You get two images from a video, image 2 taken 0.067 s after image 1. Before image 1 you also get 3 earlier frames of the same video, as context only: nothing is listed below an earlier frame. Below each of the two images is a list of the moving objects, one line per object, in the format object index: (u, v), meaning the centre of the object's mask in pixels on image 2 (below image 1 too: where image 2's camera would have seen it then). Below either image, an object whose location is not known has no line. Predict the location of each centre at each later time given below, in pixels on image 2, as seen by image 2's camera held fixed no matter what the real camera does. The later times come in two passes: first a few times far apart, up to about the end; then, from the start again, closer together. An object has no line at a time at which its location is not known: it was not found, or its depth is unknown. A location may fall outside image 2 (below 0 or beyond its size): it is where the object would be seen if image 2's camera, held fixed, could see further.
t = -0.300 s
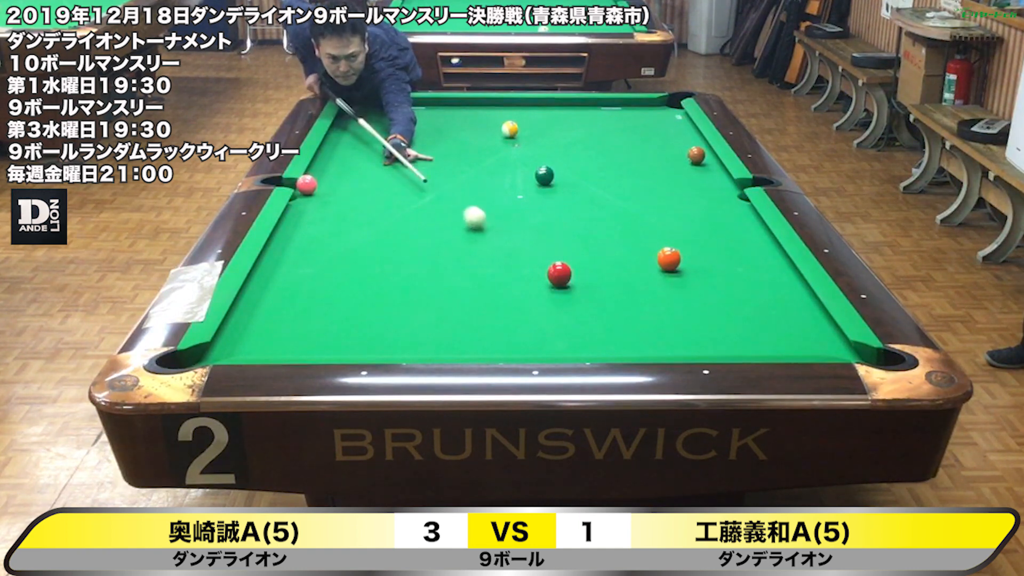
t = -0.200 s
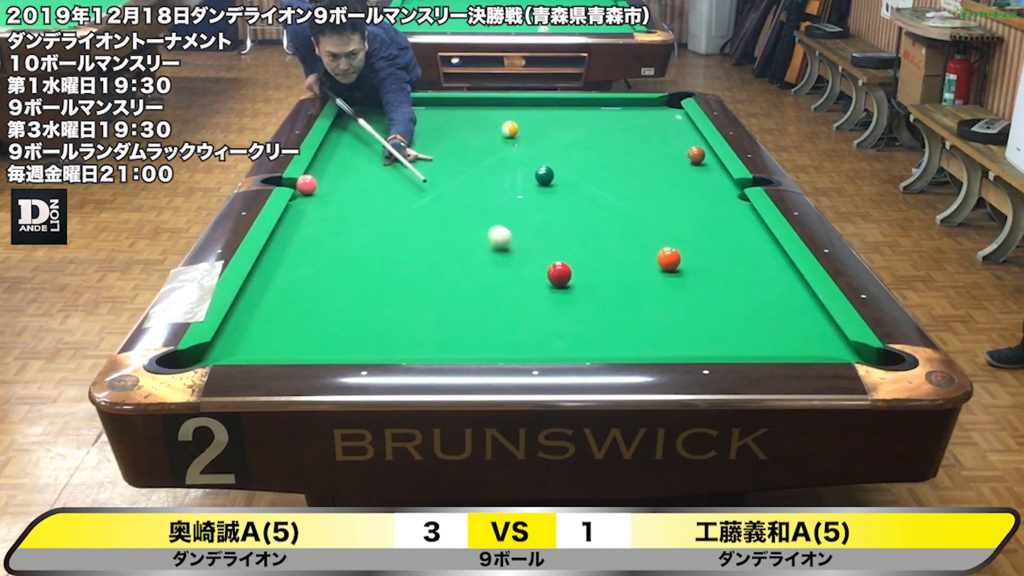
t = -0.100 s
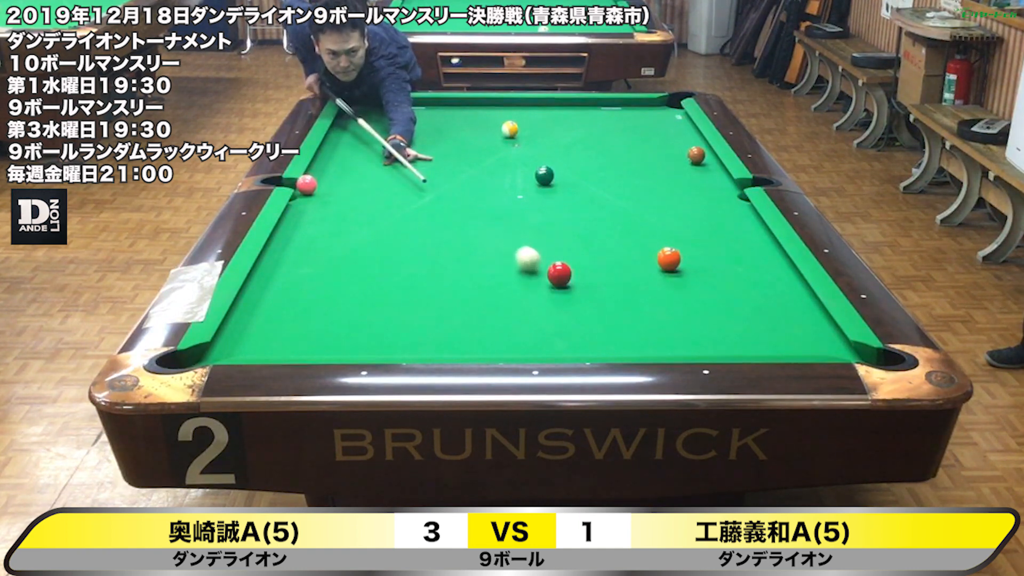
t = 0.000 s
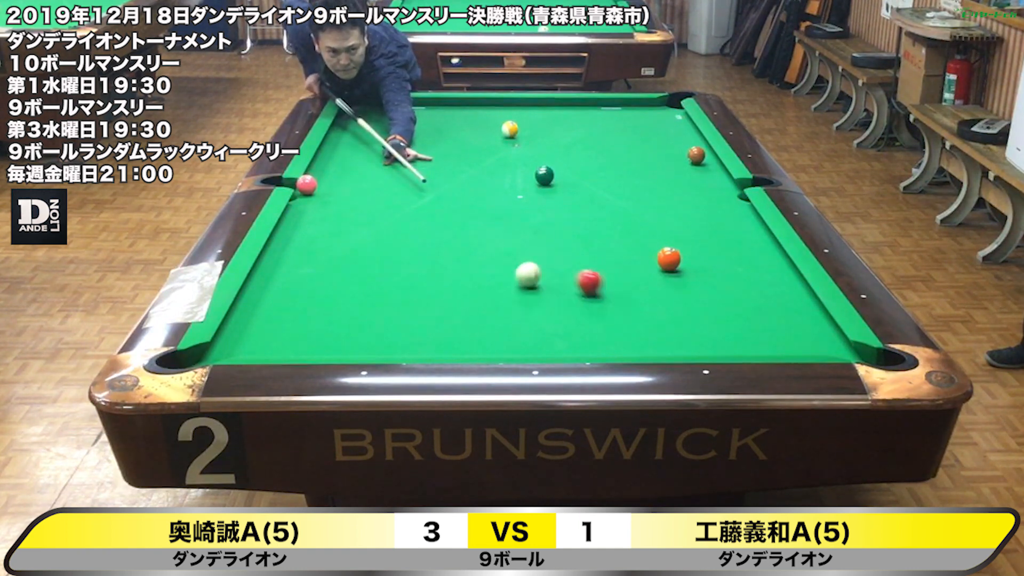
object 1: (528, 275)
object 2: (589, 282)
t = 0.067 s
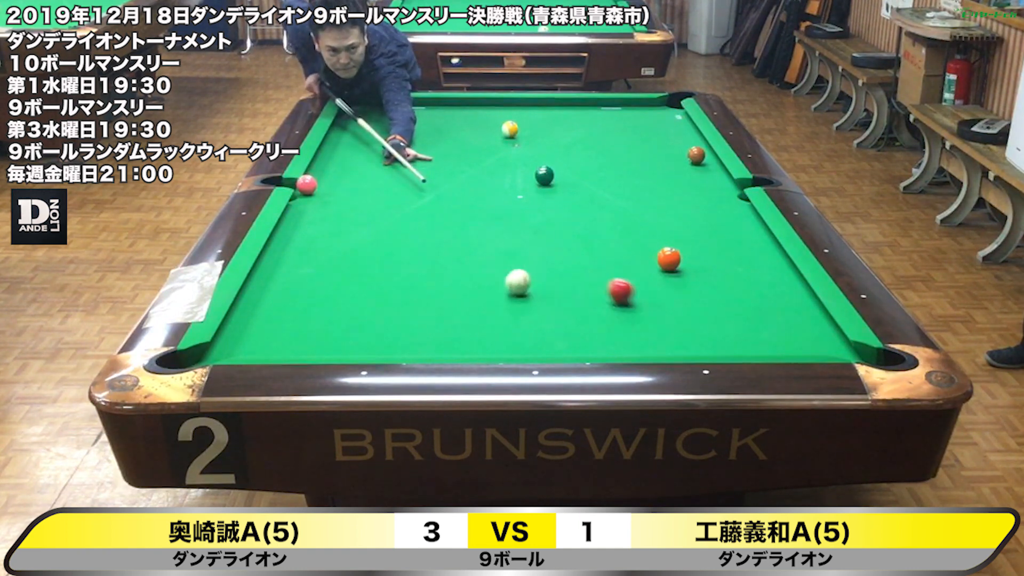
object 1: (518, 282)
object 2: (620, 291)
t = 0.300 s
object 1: (492, 315)
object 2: (715, 317)
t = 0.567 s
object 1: (459, 348)
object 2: (831, 346)
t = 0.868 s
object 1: (426, 326)
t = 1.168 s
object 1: (396, 302)
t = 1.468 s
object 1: (370, 280)
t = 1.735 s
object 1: (349, 264)
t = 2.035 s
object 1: (329, 248)
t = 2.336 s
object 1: (311, 233)
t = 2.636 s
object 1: (295, 220)
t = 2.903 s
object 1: (300, 212)
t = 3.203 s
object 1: (314, 205)
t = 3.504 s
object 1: (326, 197)
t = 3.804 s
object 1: (336, 192)
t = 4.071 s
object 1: (343, 187)
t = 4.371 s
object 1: (350, 182)
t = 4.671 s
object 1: (356, 178)
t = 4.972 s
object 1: (360, 175)
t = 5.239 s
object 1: (363, 173)
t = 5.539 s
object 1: (365, 171)
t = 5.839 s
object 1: (367, 169)
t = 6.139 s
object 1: (366, 169)
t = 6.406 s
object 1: (365, 169)
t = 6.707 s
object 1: (366, 169)
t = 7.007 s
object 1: (366, 169)
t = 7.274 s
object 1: (365, 169)
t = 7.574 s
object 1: (366, 169)
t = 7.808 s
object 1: (366, 169)
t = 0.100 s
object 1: (514, 287)
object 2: (634, 295)
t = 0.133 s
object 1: (510, 291)
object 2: (649, 299)
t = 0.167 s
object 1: (507, 296)
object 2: (661, 303)
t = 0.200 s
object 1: (503, 301)
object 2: (675, 306)
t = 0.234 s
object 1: (500, 305)
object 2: (688, 310)
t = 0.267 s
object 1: (496, 310)
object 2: (701, 313)
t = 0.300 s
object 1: (492, 315)
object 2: (715, 317)
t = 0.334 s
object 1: (488, 320)
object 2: (729, 321)
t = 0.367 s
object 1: (485, 325)
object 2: (743, 325)
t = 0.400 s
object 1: (481, 330)
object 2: (756, 329)
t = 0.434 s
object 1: (477, 335)
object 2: (771, 333)
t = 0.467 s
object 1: (473, 340)
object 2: (785, 337)
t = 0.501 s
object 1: (469, 344)
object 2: (800, 340)
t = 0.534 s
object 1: (464, 347)
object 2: (815, 343)
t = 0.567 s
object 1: (459, 348)
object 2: (831, 346)
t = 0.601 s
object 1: (456, 346)
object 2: (847, 350)
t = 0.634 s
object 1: (452, 344)
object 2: (862, 354)
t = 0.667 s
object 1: (448, 343)
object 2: (877, 360)
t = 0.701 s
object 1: (444, 341)
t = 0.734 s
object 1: (440, 338)
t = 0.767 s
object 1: (436, 335)
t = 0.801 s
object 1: (433, 332)
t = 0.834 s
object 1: (429, 329)
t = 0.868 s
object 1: (426, 326)
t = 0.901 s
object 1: (422, 323)
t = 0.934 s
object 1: (419, 320)
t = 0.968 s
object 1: (415, 317)
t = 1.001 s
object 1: (412, 315)
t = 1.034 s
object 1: (408, 312)
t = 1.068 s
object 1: (405, 309)
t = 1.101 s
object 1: (402, 307)
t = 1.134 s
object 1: (399, 304)
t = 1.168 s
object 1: (396, 302)
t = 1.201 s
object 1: (393, 299)
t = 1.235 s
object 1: (390, 297)
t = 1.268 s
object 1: (387, 294)
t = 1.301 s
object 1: (384, 292)
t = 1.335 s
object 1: (381, 289)
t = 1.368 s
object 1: (378, 287)
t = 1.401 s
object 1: (375, 285)
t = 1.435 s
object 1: (372, 283)
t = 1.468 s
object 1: (370, 280)
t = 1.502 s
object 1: (367, 278)
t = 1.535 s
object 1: (364, 276)
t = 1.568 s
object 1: (362, 274)
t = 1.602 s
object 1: (359, 272)
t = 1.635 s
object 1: (357, 270)
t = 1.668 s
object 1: (354, 268)
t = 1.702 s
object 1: (352, 266)
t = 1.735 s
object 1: (349, 264)
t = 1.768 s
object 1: (347, 262)
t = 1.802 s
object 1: (345, 260)
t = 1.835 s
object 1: (343, 258)
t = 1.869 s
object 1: (340, 257)
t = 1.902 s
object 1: (338, 255)
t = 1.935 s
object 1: (336, 253)
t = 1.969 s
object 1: (334, 251)
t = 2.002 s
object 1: (331, 249)
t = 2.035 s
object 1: (329, 248)
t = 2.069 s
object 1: (327, 246)
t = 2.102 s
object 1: (325, 244)
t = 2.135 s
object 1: (323, 243)
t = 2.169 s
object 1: (321, 241)
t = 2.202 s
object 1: (319, 240)
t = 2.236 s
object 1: (317, 238)
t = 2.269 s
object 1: (315, 236)
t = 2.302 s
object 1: (313, 235)
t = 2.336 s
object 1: (311, 233)
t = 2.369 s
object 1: (309, 232)
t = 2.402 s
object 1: (308, 231)
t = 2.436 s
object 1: (306, 229)
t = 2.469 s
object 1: (304, 228)
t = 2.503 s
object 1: (302, 226)
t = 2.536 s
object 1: (300, 225)
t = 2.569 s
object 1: (299, 223)
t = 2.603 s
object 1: (297, 222)
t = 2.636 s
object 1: (295, 220)
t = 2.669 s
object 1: (294, 219)
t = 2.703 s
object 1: (292, 218)
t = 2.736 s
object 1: (292, 216)
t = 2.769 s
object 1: (294, 216)
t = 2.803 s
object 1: (295, 215)
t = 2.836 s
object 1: (297, 214)
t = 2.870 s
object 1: (299, 213)
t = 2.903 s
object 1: (300, 212)
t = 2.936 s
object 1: (302, 211)
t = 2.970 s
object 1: (304, 210)
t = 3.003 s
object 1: (305, 209)
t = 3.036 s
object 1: (307, 209)
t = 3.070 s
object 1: (308, 208)
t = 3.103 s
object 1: (310, 207)
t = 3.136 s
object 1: (311, 206)
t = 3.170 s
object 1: (313, 205)
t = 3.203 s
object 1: (314, 205)
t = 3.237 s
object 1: (316, 204)
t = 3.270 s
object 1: (317, 203)
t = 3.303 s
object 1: (319, 202)
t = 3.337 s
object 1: (320, 201)
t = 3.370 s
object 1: (321, 200)
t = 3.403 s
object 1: (322, 200)
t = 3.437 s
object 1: (324, 199)
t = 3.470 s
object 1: (325, 198)
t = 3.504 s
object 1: (326, 197)
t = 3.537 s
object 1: (327, 197)
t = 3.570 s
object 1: (329, 196)
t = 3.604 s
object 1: (330, 195)
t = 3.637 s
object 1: (331, 195)
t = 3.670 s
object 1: (332, 194)
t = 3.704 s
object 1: (333, 194)
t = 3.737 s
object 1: (334, 193)
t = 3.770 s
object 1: (335, 192)
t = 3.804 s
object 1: (336, 192)
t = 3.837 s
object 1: (337, 191)
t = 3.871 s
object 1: (338, 190)
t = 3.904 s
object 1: (339, 190)
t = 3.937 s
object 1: (340, 189)
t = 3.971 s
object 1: (341, 189)
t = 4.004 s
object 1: (342, 188)
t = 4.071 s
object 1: (343, 187)
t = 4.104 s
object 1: (344, 186)
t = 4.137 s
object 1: (345, 186)
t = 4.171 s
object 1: (346, 185)
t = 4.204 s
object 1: (347, 185)
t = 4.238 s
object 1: (348, 184)
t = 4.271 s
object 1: (348, 184)
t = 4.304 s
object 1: (349, 183)
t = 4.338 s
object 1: (350, 183)
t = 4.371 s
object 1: (350, 182)
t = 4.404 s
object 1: (351, 182)
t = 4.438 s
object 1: (352, 181)
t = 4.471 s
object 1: (352, 181)
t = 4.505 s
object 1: (353, 181)
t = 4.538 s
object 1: (353, 180)
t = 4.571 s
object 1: (354, 180)
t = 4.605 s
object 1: (355, 179)
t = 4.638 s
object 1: (355, 178)
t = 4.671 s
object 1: (356, 178)
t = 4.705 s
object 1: (356, 178)
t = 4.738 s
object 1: (357, 178)
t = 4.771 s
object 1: (357, 177)
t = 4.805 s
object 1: (358, 177)
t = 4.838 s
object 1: (358, 177)
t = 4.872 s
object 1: (359, 176)
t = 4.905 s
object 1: (359, 176)
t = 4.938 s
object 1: (360, 175)
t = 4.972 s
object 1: (360, 175)
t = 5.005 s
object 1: (361, 175)
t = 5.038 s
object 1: (361, 174)
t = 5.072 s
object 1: (361, 174)
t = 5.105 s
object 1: (362, 174)
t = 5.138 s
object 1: (362, 174)
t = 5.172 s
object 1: (362, 173)
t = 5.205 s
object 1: (363, 173)
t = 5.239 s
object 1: (363, 173)
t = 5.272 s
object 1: (363, 173)
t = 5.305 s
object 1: (363, 172)
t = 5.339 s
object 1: (364, 172)
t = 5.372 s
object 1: (364, 172)
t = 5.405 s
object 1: (364, 172)
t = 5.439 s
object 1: (364, 171)
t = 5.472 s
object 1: (364, 171)
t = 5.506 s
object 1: (365, 171)
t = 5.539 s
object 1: (365, 171)
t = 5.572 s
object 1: (365, 170)
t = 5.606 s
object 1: (366, 170)
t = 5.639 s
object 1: (366, 170)
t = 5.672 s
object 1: (366, 170)
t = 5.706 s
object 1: (366, 170)
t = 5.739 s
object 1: (366, 170)
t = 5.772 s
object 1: (367, 169)
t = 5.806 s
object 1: (367, 169)
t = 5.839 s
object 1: (367, 169)
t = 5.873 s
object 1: (367, 169)
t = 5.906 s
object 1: (367, 169)
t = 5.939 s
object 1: (367, 169)
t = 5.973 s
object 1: (367, 169)
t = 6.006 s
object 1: (367, 169)
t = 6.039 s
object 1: (367, 169)
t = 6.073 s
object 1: (367, 169)
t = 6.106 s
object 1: (367, 169)
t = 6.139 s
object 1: (366, 169)
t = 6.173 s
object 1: (366, 169)
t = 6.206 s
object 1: (366, 169)
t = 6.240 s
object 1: (366, 168)
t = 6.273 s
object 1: (366, 168)
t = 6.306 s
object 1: (366, 168)
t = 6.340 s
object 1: (366, 168)
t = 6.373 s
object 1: (366, 168)
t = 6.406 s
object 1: (365, 169)
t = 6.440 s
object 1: (365, 168)
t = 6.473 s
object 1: (365, 168)
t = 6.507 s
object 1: (365, 169)
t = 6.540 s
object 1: (365, 169)
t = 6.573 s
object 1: (365, 169)
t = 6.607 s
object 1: (365, 169)
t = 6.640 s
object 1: (365, 169)
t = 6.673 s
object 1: (366, 169)
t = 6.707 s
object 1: (366, 169)
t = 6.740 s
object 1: (366, 169)
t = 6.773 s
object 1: (366, 169)
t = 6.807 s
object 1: (366, 169)
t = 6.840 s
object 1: (366, 169)
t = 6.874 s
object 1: (366, 169)
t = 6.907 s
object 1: (366, 169)
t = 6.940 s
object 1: (366, 169)
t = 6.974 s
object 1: (366, 169)
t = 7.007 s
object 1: (366, 169)
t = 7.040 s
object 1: (366, 169)
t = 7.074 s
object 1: (365, 169)
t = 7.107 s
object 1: (365, 169)
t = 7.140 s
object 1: (365, 169)
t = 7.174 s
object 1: (365, 169)
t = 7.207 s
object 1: (365, 169)
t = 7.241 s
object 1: (366, 169)
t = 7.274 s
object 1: (365, 169)
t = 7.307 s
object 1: (365, 169)
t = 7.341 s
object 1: (365, 169)
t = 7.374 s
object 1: (366, 169)
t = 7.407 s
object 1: (366, 169)
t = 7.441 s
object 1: (366, 169)
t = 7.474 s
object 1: (366, 169)
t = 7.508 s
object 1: (366, 169)
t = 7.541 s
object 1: (366, 169)
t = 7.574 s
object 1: (366, 169)
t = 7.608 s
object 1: (366, 169)
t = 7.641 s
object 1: (366, 169)
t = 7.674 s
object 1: (366, 169)
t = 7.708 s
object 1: (366, 169)
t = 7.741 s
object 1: (366, 169)
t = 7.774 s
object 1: (366, 169)
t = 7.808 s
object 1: (366, 169)
